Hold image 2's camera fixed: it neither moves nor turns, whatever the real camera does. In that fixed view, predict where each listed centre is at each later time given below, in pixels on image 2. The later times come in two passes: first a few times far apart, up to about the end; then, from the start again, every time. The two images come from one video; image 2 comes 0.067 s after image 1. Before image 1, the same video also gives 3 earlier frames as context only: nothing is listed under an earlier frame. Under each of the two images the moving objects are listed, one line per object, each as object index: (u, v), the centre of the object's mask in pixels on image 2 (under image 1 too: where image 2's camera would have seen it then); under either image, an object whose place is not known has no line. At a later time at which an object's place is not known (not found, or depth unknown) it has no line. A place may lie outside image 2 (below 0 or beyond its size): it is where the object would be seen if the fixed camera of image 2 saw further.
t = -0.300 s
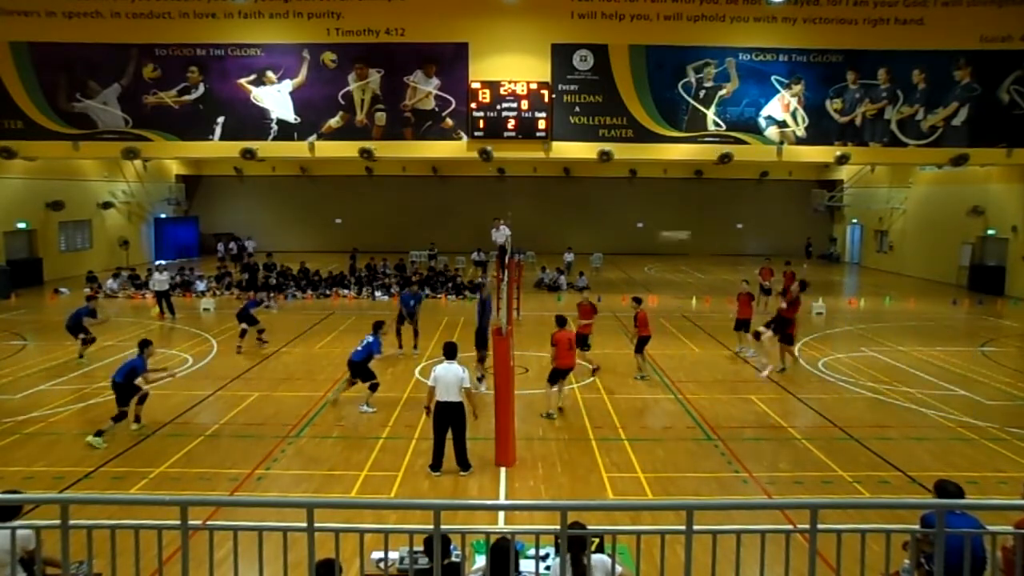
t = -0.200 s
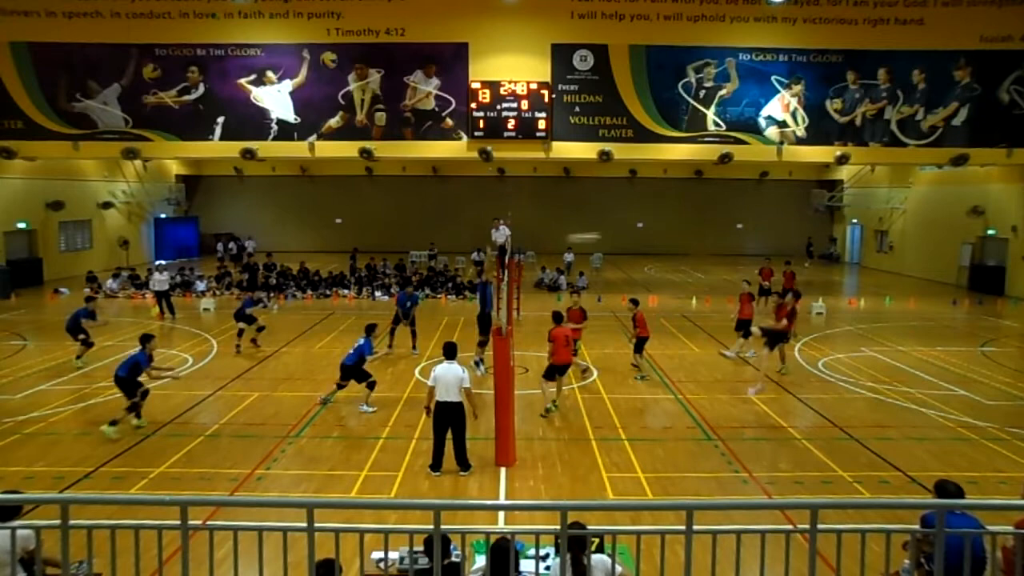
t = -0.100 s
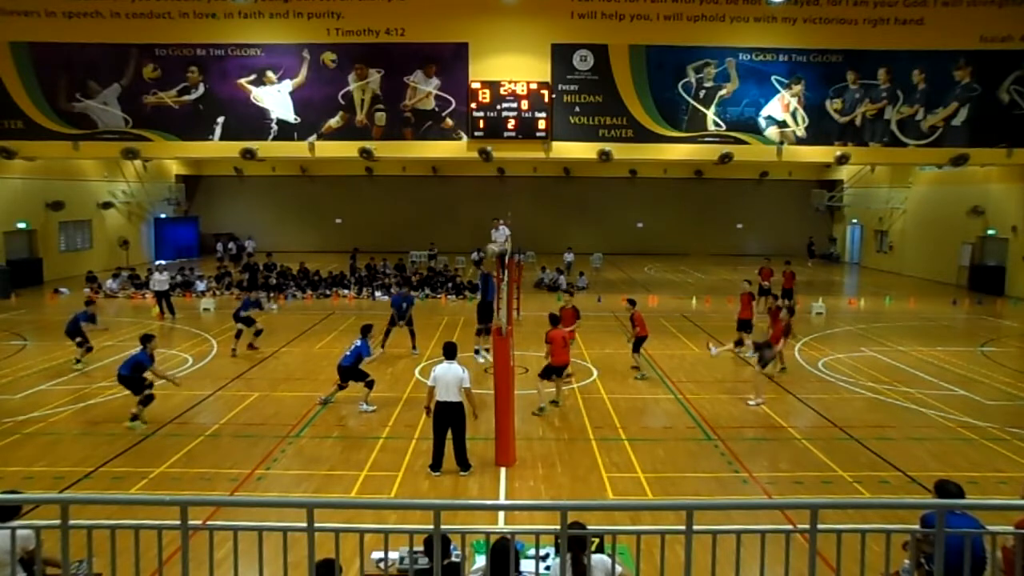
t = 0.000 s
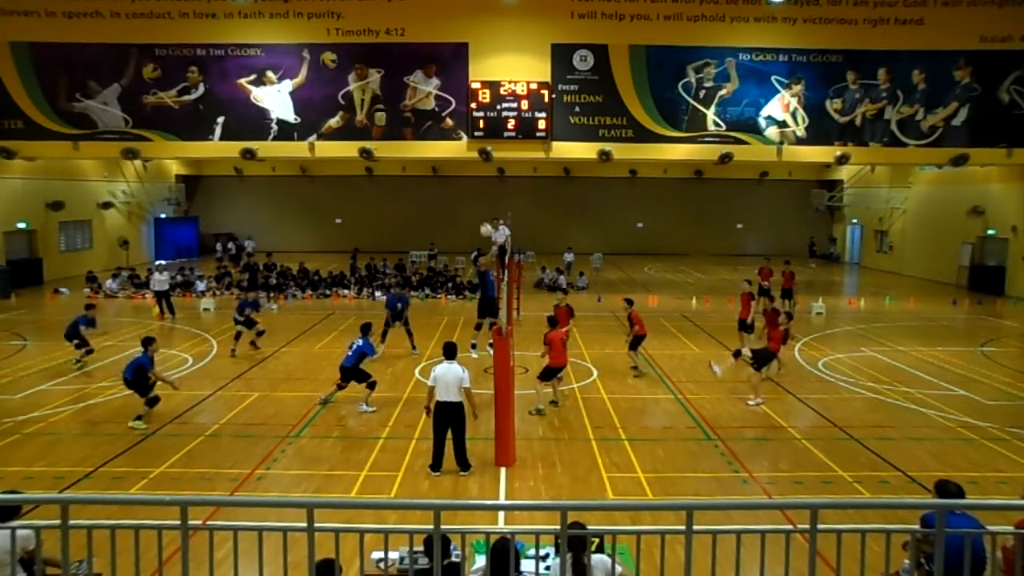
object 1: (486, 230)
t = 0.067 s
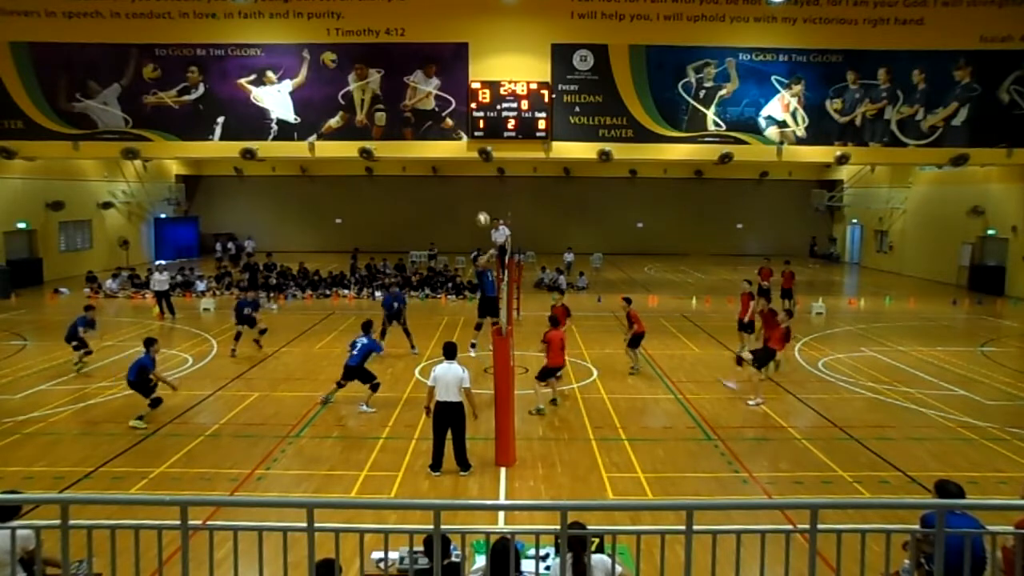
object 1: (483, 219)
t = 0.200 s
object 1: (476, 204)
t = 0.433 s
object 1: (461, 202)
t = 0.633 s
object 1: (447, 230)
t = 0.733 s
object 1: (441, 257)
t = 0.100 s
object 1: (481, 214)
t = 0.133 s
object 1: (479, 210)
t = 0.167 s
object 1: (477, 206)
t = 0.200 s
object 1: (476, 204)
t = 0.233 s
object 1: (473, 201)
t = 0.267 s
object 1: (471, 200)
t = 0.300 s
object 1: (470, 199)
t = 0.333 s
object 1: (467, 199)
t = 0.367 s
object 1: (466, 199)
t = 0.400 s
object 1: (463, 200)
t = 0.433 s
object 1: (461, 202)
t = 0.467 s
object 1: (459, 204)
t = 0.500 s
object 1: (456, 208)
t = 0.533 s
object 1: (454, 213)
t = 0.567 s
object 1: (452, 218)
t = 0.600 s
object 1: (450, 223)
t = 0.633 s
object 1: (447, 230)
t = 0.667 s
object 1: (445, 238)
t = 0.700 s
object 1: (443, 247)
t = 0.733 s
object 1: (441, 257)
